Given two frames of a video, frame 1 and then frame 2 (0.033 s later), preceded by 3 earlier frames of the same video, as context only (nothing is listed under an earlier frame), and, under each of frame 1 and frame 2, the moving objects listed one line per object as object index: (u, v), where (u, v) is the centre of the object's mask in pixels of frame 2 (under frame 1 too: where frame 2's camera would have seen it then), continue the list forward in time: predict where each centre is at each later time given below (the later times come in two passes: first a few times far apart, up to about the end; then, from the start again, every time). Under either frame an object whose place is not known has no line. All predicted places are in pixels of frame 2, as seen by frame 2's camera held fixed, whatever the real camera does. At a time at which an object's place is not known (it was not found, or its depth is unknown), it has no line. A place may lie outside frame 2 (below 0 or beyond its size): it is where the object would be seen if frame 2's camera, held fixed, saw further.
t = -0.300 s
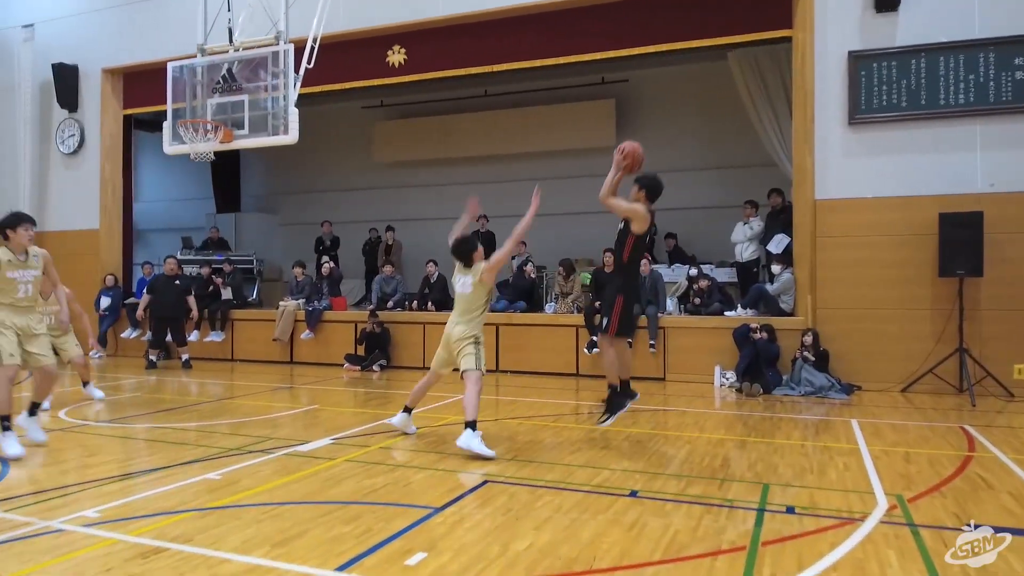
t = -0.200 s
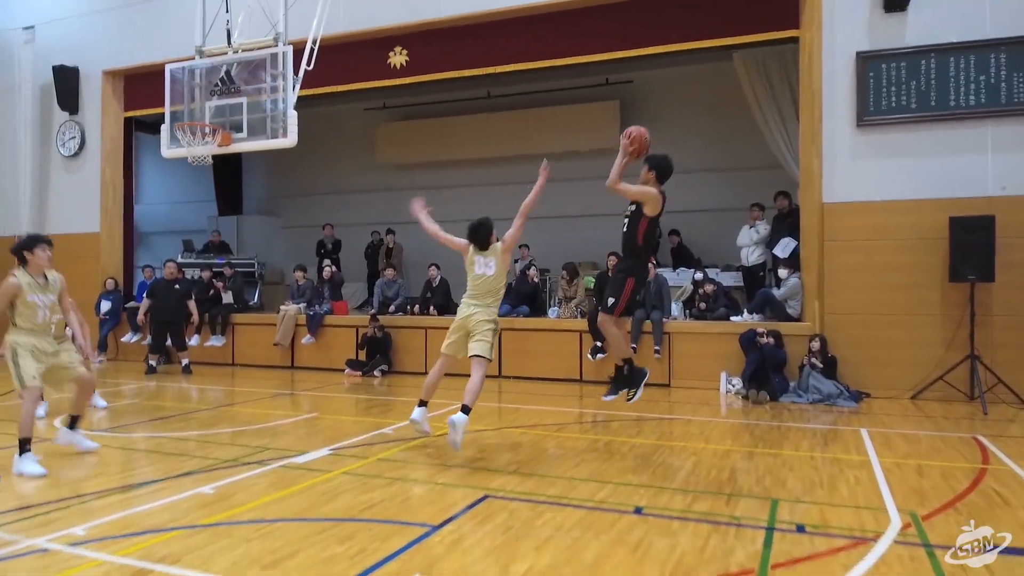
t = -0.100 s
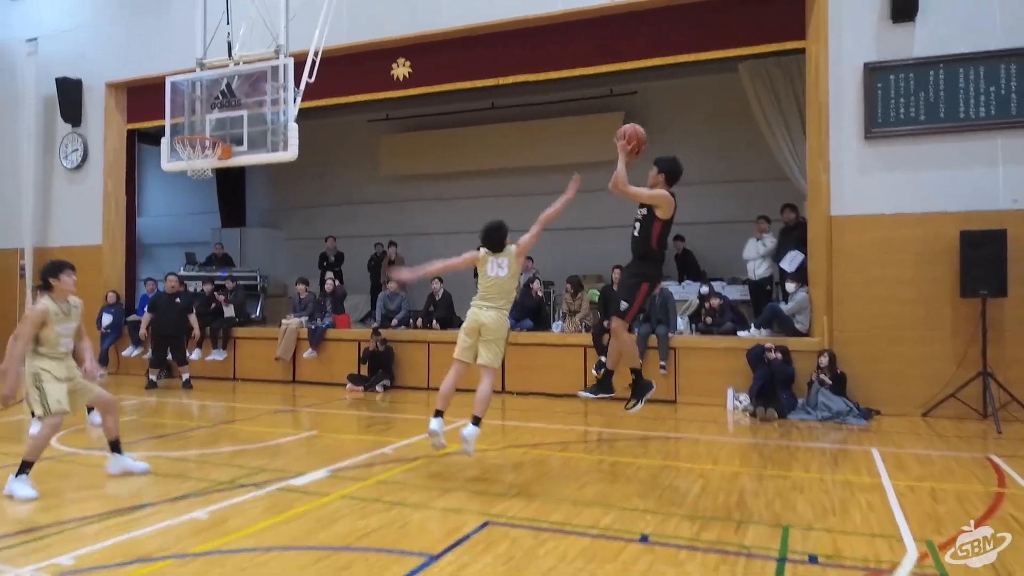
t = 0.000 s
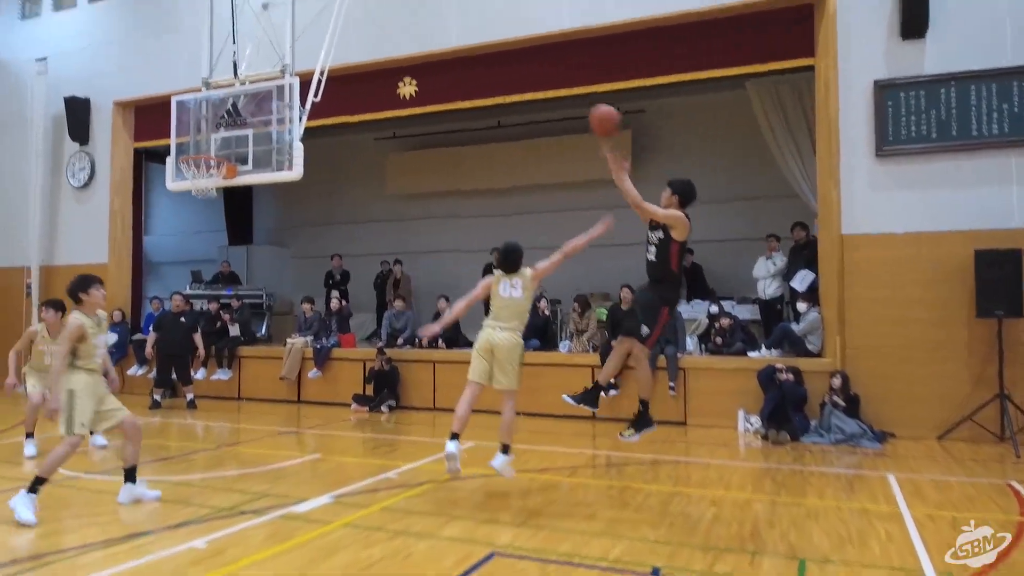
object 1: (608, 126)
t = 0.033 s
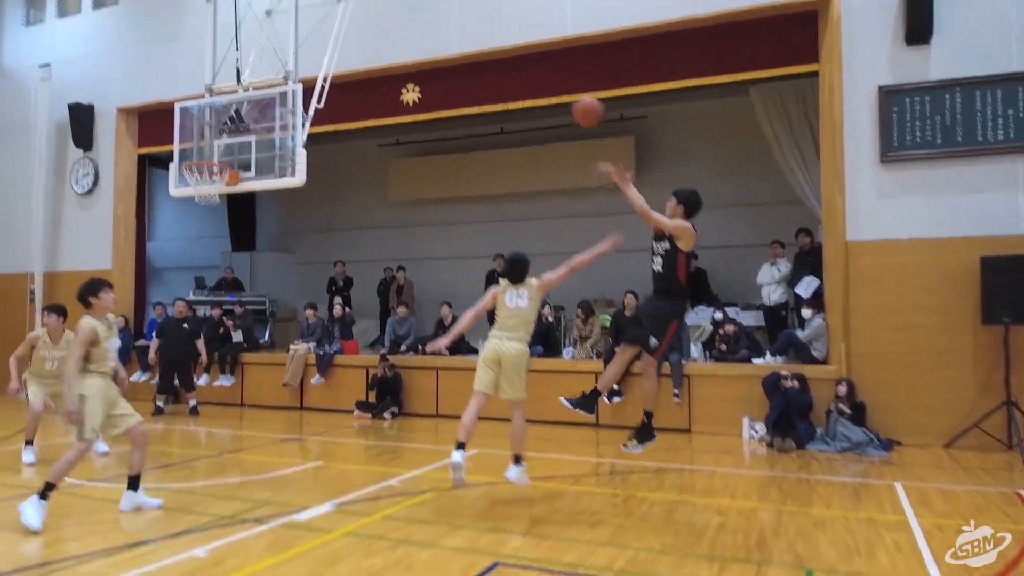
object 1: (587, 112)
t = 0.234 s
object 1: (475, 55)
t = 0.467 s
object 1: (363, 49)
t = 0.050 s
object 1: (577, 105)
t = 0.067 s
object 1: (566, 98)
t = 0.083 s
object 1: (557, 92)
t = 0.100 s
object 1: (547, 87)
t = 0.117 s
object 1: (538, 82)
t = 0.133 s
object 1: (528, 77)
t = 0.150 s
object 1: (519, 72)
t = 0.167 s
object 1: (510, 68)
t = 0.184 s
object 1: (501, 64)
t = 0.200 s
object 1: (492, 62)
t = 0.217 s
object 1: (483, 59)
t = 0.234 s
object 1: (475, 55)
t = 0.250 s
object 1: (467, 53)
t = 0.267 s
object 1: (458, 50)
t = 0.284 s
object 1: (449, 50)
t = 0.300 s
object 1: (441, 48)
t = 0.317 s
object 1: (433, 46)
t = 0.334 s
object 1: (425, 45)
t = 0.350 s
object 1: (417, 44)
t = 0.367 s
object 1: (409, 44)
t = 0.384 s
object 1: (401, 44)
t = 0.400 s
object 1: (393, 44)
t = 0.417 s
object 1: (386, 45)
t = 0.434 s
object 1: (378, 46)
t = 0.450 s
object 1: (371, 47)
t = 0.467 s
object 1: (363, 49)
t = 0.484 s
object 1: (356, 50)
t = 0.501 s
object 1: (349, 52)
